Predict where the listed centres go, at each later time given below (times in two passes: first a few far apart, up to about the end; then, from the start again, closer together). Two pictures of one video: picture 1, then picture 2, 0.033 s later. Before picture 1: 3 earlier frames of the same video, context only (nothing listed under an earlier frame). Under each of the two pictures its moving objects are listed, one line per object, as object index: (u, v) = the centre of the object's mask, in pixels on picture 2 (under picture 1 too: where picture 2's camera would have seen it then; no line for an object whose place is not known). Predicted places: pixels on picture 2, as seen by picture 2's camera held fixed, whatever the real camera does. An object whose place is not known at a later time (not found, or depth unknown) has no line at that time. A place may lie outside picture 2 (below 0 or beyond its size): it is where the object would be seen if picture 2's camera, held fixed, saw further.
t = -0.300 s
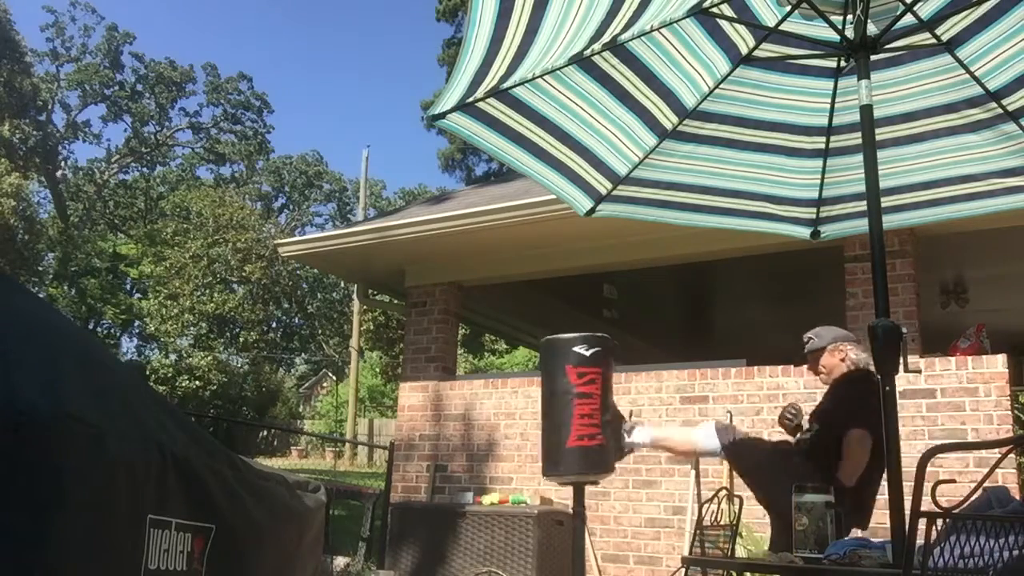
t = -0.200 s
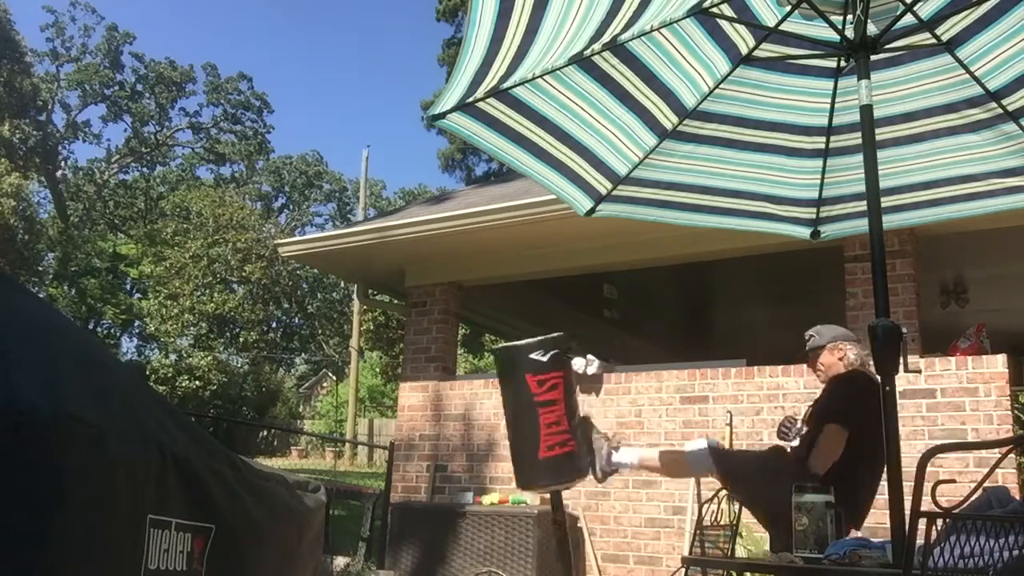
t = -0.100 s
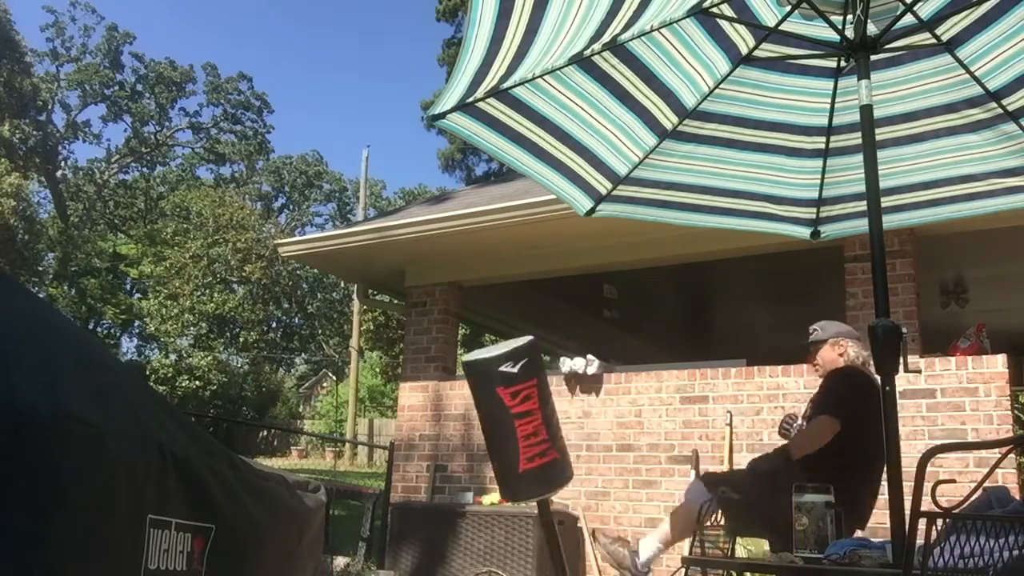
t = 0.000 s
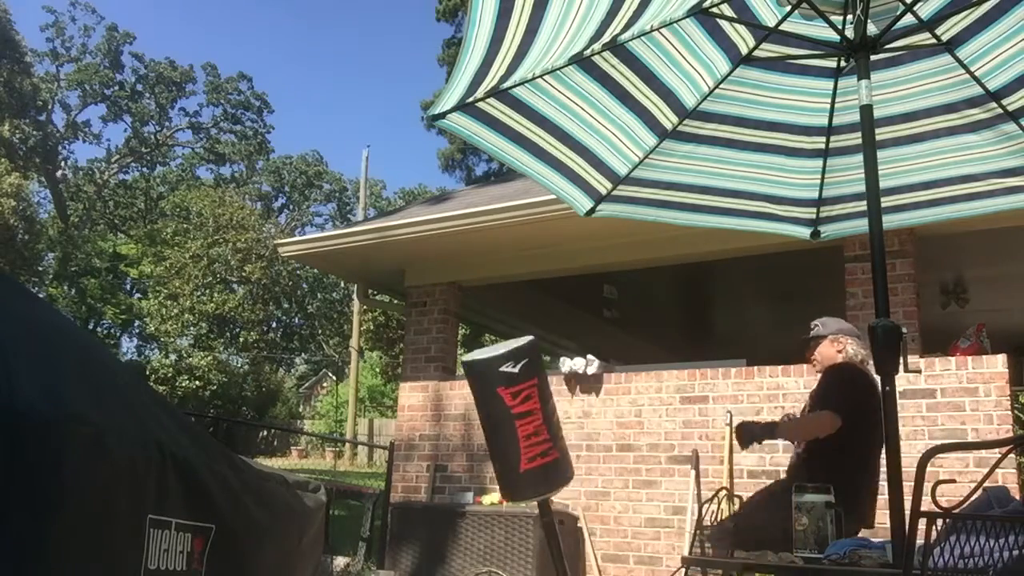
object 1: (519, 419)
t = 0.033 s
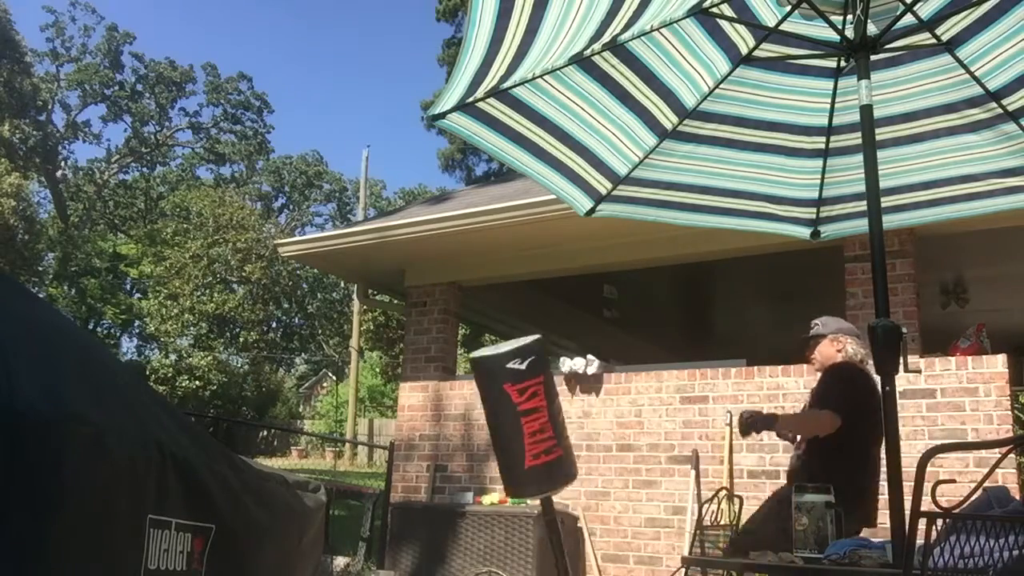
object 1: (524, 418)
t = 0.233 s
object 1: (587, 412)
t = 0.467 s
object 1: (634, 437)
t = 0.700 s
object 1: (600, 416)
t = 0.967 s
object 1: (536, 416)
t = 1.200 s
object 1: (559, 411)
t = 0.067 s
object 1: (532, 416)
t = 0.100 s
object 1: (541, 414)
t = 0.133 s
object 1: (552, 411)
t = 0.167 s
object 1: (563, 410)
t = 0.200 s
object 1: (575, 410)
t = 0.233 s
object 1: (587, 412)
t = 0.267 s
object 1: (598, 416)
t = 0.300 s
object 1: (608, 420)
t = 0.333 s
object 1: (616, 424)
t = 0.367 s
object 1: (623, 429)
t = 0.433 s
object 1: (632, 436)
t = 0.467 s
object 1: (634, 437)
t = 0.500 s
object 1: (634, 436)
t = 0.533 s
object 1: (632, 435)
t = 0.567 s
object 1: (628, 432)
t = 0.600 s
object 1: (623, 428)
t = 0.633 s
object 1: (617, 424)
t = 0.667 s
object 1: (609, 420)
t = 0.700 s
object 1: (600, 416)
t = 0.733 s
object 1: (591, 413)
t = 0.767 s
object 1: (581, 411)
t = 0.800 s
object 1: (571, 410)
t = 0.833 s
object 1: (561, 411)
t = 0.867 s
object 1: (553, 412)
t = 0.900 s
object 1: (546, 413)
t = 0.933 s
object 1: (540, 414)
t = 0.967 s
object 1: (536, 416)
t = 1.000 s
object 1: (534, 416)
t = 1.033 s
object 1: (534, 416)
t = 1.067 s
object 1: (536, 415)
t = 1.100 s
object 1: (540, 414)
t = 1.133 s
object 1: (545, 413)
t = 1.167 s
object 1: (552, 411)
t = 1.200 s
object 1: (559, 411)
